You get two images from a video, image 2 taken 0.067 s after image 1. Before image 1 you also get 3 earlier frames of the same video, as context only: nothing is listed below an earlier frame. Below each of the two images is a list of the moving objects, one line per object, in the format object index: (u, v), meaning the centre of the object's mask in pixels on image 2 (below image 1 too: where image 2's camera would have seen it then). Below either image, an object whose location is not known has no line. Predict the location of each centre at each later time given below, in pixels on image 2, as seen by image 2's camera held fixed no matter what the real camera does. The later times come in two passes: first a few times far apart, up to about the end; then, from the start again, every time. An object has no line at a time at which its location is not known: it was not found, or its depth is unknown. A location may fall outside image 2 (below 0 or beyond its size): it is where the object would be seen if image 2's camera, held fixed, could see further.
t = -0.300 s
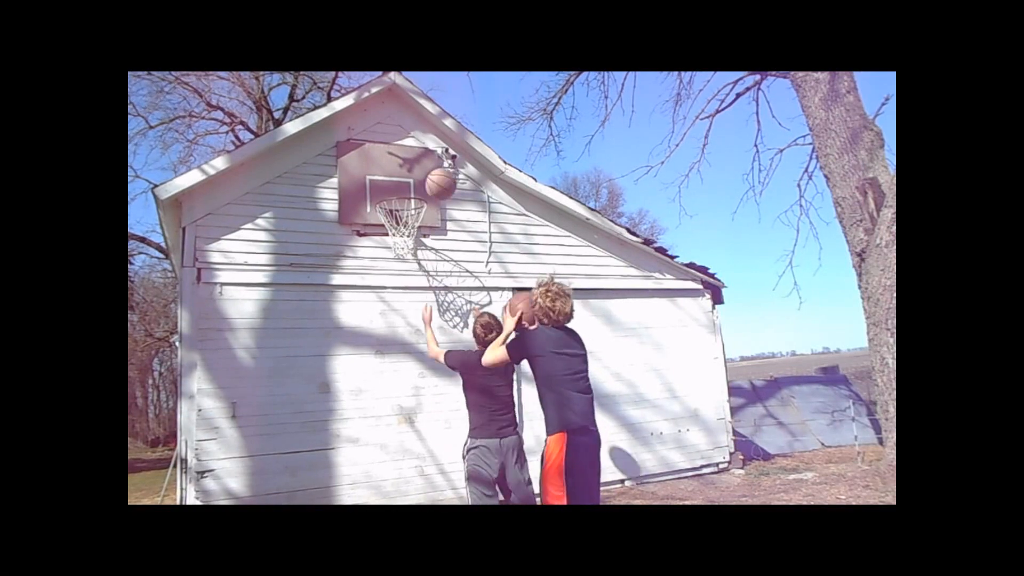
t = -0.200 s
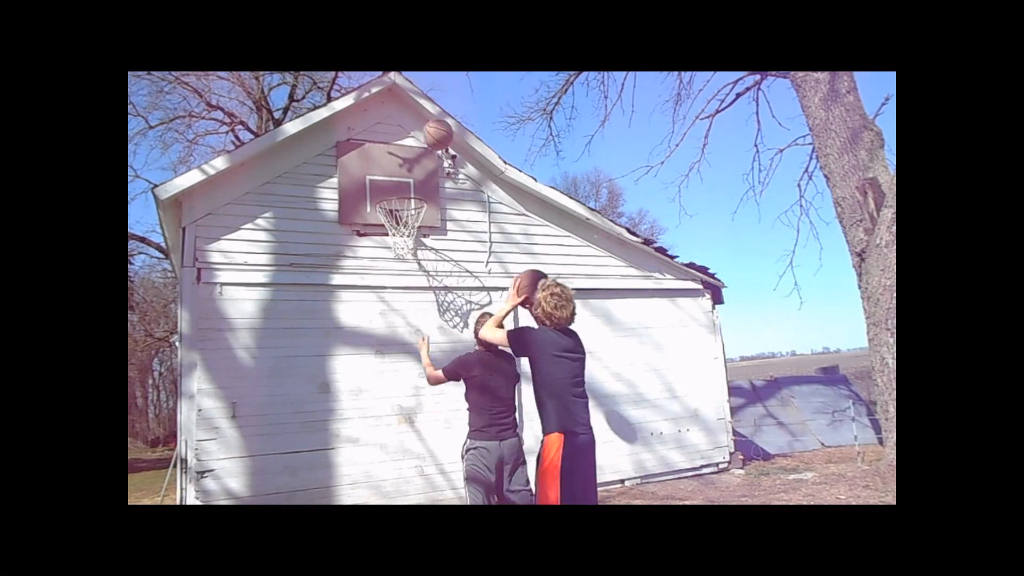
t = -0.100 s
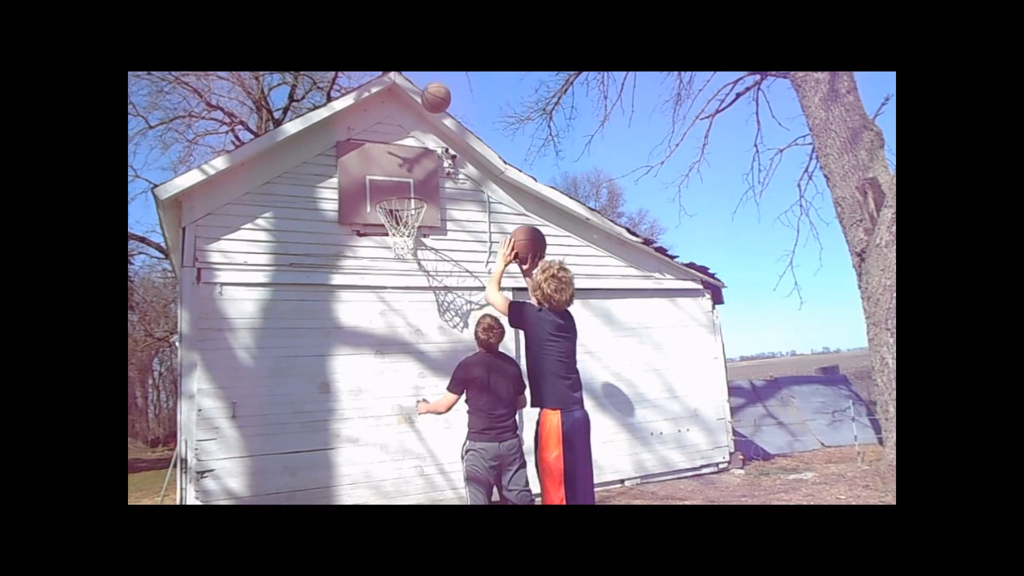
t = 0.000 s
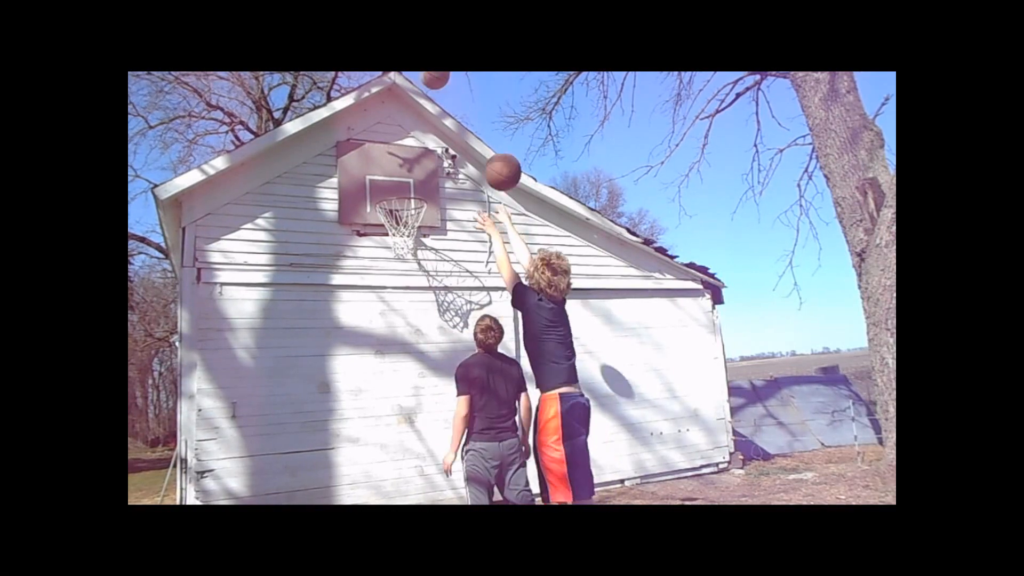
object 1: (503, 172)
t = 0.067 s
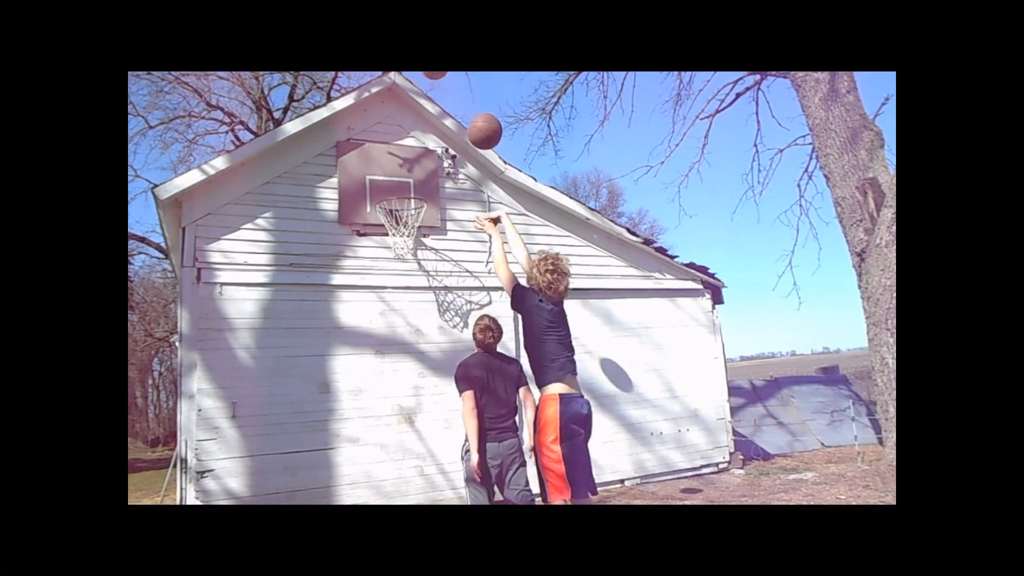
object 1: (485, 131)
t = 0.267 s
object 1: (440, 76)
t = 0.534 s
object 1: (433, 92)
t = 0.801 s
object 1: (430, 217)
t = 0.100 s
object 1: (477, 115)
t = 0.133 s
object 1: (469, 101)
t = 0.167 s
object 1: (462, 89)
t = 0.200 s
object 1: (455, 82)
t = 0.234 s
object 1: (450, 79)
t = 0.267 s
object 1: (440, 76)
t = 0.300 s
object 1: (436, 75)
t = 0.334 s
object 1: (433, 76)
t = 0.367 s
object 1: (441, 75)
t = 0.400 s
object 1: (437, 76)
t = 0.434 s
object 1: (436, 78)
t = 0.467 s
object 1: (435, 81)
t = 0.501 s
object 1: (434, 85)
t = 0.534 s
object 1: (433, 92)
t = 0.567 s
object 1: (432, 102)
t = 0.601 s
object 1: (432, 113)
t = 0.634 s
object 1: (432, 126)
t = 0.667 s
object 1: (431, 140)
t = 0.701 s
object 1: (431, 157)
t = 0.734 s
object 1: (430, 174)
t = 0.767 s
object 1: (430, 195)
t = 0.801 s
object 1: (430, 217)
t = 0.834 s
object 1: (431, 241)
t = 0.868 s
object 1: (431, 267)
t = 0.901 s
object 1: (431, 296)
